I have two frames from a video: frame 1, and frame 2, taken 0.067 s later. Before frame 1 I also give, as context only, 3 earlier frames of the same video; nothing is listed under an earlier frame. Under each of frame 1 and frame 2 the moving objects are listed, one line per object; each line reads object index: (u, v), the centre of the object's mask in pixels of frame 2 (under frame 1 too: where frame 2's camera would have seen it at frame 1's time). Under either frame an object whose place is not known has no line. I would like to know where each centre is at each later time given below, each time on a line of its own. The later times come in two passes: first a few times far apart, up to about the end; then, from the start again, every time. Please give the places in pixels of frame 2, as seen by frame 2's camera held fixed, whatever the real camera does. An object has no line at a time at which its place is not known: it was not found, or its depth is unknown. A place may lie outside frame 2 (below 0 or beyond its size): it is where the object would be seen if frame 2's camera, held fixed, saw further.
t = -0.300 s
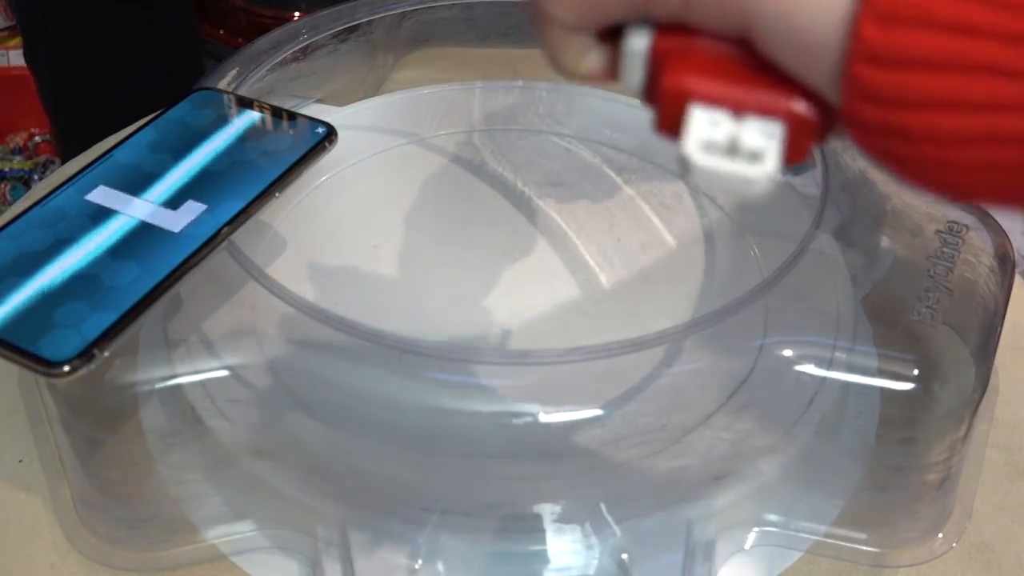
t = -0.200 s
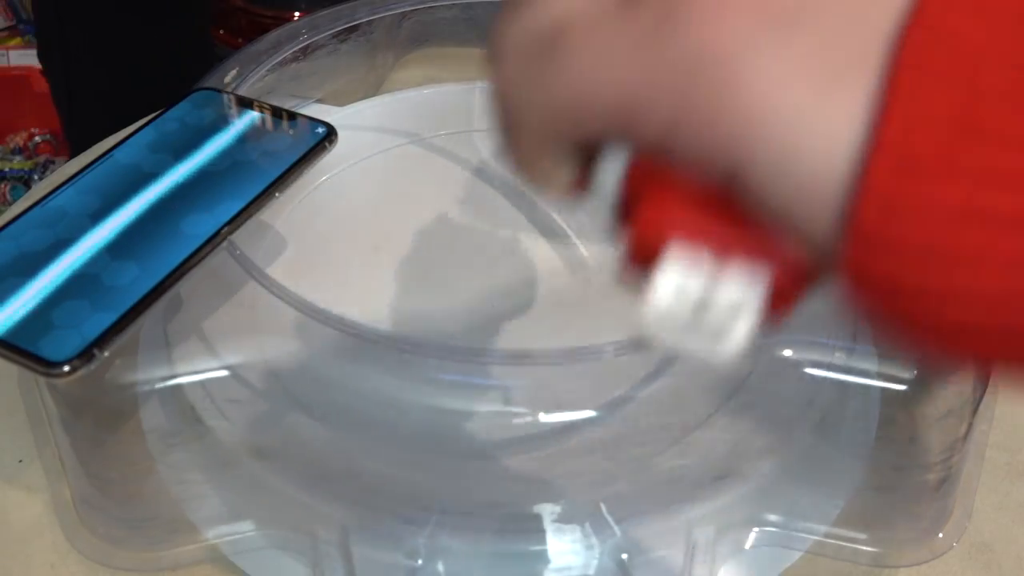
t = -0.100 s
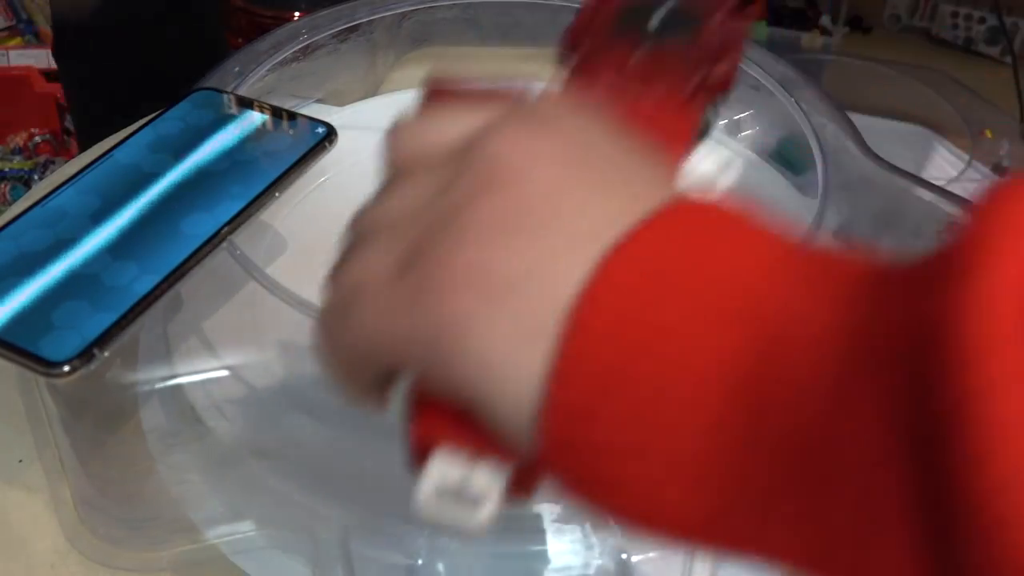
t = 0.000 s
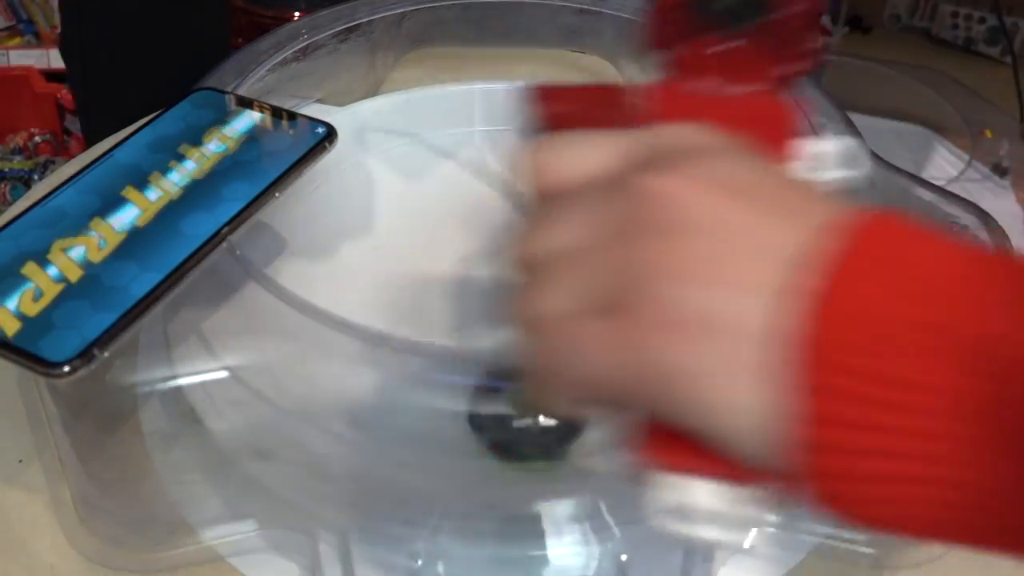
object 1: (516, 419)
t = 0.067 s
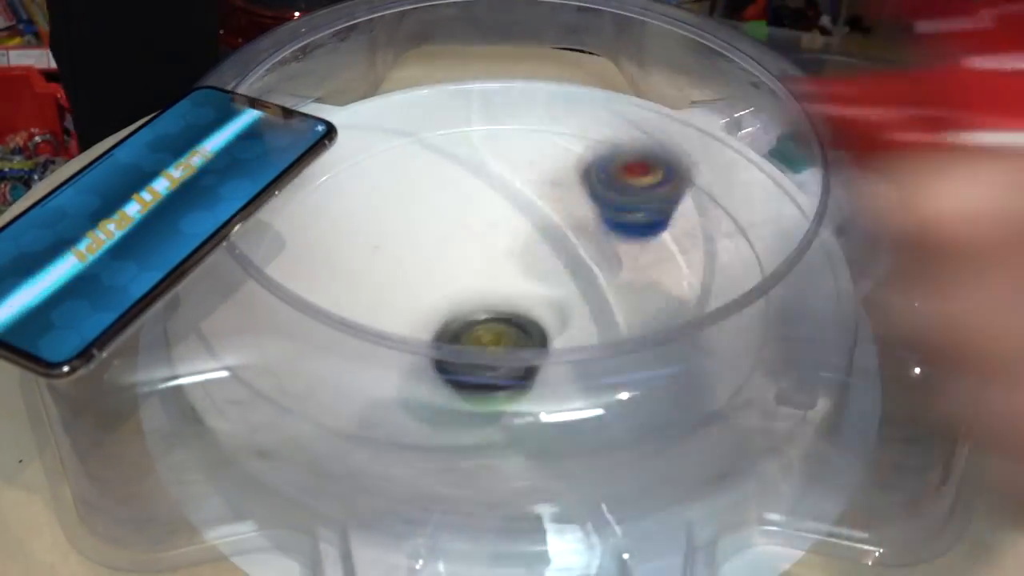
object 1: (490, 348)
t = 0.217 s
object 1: (431, 296)
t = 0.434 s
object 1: (446, 205)
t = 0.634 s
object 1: (490, 208)
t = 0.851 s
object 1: (493, 225)
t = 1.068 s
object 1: (455, 268)
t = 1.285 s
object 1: (495, 263)
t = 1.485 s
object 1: (498, 231)
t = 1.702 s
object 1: (439, 193)
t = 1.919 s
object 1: (462, 257)
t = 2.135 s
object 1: (564, 195)
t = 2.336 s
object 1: (545, 213)
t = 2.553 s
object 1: (484, 187)
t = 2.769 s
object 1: (500, 178)
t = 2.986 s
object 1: (601, 253)
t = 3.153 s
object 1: (679, 251)
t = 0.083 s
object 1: (481, 347)
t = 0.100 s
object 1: (471, 347)
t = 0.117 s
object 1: (462, 364)
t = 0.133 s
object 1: (456, 346)
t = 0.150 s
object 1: (451, 331)
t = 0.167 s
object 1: (445, 315)
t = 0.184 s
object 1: (439, 311)
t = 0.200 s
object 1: (434, 305)
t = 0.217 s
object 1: (431, 296)
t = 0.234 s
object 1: (428, 289)
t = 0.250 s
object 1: (427, 277)
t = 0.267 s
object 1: (427, 266)
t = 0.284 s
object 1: (428, 260)
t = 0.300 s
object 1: (429, 252)
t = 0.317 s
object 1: (431, 243)
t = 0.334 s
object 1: (432, 236)
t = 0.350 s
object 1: (434, 230)
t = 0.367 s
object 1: (436, 223)
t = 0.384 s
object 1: (438, 220)
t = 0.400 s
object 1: (440, 213)
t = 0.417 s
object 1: (443, 206)
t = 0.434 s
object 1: (446, 205)
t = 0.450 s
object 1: (450, 207)
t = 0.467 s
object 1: (453, 204)
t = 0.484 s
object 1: (457, 200)
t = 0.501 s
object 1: (460, 200)
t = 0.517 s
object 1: (464, 205)
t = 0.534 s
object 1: (468, 207)
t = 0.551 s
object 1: (471, 205)
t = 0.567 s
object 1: (475, 204)
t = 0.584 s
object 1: (479, 207)
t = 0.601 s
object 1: (485, 207)
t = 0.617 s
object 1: (488, 208)
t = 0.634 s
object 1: (490, 208)
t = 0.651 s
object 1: (493, 205)
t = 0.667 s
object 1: (495, 204)
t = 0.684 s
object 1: (496, 201)
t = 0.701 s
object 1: (498, 202)
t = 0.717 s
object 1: (499, 204)
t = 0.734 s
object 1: (499, 202)
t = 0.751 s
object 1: (500, 204)
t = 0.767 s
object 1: (500, 209)
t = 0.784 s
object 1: (499, 210)
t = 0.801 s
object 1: (498, 213)
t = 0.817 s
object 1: (497, 219)
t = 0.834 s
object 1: (495, 221)
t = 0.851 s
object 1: (493, 225)
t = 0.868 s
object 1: (491, 232)
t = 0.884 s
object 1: (487, 235)
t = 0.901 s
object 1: (484, 242)
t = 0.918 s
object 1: (481, 246)
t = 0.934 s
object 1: (477, 252)
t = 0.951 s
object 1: (474, 255)
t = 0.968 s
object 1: (471, 259)
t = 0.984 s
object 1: (469, 262)
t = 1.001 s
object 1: (465, 264)
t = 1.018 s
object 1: (461, 266)
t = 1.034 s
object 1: (455, 267)
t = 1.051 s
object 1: (454, 266)
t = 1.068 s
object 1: (455, 268)
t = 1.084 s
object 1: (457, 270)
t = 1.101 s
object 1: (459, 273)
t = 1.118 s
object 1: (460, 272)
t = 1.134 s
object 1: (463, 272)
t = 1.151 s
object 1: (465, 273)
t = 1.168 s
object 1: (468, 272)
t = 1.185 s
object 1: (472, 271)
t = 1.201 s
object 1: (475, 270)
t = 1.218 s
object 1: (480, 269)
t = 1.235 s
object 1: (484, 268)
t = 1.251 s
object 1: (488, 266)
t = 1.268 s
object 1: (491, 265)
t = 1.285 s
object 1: (495, 263)
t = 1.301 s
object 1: (498, 261)
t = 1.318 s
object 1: (500, 259)
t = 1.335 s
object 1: (503, 256)
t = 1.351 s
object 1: (505, 253)
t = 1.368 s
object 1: (506, 251)
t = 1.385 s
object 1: (507, 248)
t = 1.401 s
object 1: (507, 245)
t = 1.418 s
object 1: (507, 242)
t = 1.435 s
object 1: (505, 239)
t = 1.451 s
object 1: (504, 236)
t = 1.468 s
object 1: (502, 233)
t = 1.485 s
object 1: (498, 231)
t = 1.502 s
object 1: (495, 228)
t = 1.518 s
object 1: (491, 223)
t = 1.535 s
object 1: (485, 217)
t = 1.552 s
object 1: (480, 210)
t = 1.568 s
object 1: (474, 204)
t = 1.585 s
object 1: (468, 199)
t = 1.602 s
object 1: (463, 196)
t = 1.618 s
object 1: (457, 193)
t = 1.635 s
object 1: (453, 191)
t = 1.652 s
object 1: (449, 190)
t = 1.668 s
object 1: (444, 190)
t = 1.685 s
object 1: (442, 191)
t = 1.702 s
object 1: (439, 193)
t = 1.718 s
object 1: (437, 195)
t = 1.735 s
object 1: (436, 199)
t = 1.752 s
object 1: (434, 202)
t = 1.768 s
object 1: (433, 208)
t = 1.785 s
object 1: (434, 213)
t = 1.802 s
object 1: (432, 220)
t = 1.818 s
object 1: (433, 227)
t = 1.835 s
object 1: (434, 235)
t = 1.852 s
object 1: (436, 243)
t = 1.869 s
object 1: (439, 247)
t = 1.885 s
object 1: (443, 252)
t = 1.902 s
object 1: (452, 256)
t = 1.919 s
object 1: (462, 257)
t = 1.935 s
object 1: (471, 253)
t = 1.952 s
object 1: (484, 248)
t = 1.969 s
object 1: (494, 241)
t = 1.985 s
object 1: (504, 235)
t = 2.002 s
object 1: (514, 229)
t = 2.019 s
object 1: (525, 222)
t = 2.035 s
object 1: (532, 217)
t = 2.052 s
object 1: (539, 211)
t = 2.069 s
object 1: (546, 208)
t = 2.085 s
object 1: (552, 203)
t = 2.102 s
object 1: (557, 200)
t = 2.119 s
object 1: (561, 199)
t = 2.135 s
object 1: (564, 195)
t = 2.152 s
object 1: (567, 196)
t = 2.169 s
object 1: (568, 193)
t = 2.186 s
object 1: (568, 194)
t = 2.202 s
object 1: (569, 193)
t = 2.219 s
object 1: (569, 193)
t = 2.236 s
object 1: (567, 196)
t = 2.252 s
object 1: (565, 197)
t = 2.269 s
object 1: (564, 200)
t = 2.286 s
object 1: (559, 202)
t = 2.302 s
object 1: (554, 205)
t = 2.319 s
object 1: (549, 210)
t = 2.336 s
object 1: (545, 213)
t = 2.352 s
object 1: (538, 219)
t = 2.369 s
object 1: (531, 222)
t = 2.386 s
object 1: (525, 228)
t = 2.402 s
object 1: (520, 232)
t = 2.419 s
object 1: (513, 236)
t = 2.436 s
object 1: (506, 236)
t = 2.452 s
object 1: (502, 232)
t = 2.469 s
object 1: (500, 220)
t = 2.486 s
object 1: (497, 210)
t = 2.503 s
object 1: (492, 203)
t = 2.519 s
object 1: (489, 200)
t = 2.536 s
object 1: (486, 197)
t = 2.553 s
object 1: (484, 187)
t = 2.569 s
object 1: (482, 182)
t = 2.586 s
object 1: (480, 177)
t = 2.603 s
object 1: (479, 170)
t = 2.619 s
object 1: (479, 167)
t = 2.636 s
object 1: (479, 164)
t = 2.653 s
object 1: (480, 161)
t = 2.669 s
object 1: (482, 163)
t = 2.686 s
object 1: (483, 161)
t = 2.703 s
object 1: (484, 162)
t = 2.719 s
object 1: (488, 165)
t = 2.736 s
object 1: (490, 168)
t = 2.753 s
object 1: (495, 174)
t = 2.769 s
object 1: (500, 178)
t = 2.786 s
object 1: (504, 185)
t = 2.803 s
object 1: (508, 192)
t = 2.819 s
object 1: (512, 201)
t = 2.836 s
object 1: (517, 207)
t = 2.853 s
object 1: (524, 215)
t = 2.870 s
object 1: (529, 223)
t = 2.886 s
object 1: (533, 230)
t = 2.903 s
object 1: (539, 237)
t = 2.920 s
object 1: (546, 246)
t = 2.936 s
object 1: (560, 248)
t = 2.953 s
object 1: (575, 250)
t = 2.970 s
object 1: (589, 253)
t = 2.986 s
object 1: (601, 253)
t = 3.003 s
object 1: (612, 256)
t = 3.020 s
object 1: (621, 255)
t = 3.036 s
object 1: (631, 257)
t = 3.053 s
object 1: (641, 257)
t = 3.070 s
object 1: (651, 256)
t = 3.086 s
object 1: (659, 256)
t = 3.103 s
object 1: (666, 255)
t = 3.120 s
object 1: (672, 254)
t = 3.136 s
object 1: (675, 251)
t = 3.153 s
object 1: (679, 251)
